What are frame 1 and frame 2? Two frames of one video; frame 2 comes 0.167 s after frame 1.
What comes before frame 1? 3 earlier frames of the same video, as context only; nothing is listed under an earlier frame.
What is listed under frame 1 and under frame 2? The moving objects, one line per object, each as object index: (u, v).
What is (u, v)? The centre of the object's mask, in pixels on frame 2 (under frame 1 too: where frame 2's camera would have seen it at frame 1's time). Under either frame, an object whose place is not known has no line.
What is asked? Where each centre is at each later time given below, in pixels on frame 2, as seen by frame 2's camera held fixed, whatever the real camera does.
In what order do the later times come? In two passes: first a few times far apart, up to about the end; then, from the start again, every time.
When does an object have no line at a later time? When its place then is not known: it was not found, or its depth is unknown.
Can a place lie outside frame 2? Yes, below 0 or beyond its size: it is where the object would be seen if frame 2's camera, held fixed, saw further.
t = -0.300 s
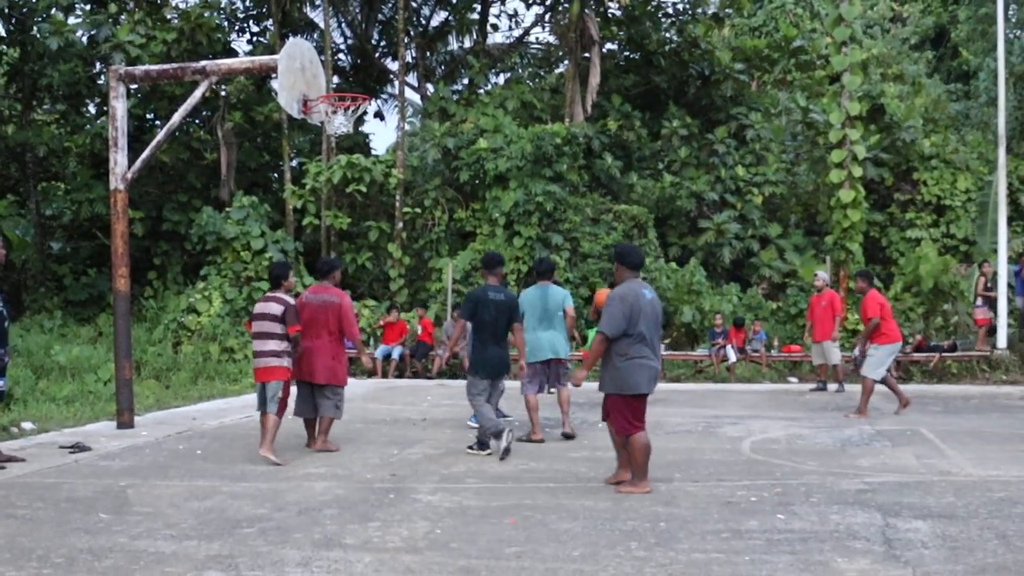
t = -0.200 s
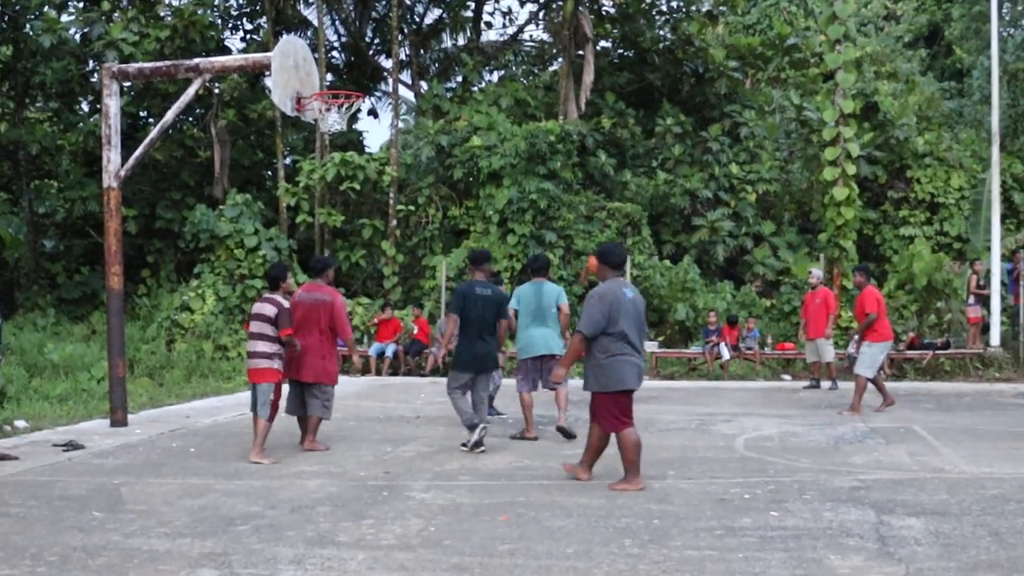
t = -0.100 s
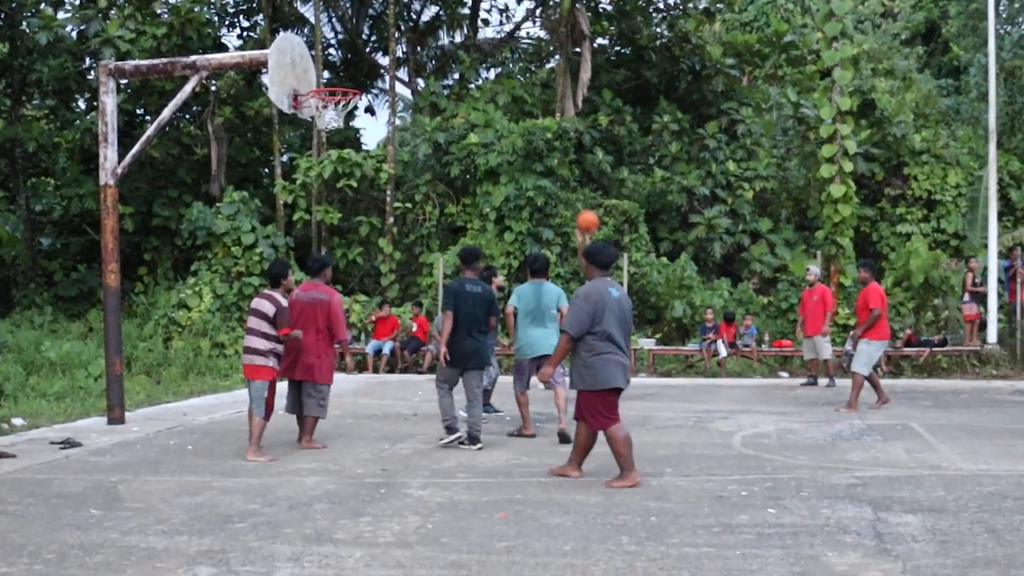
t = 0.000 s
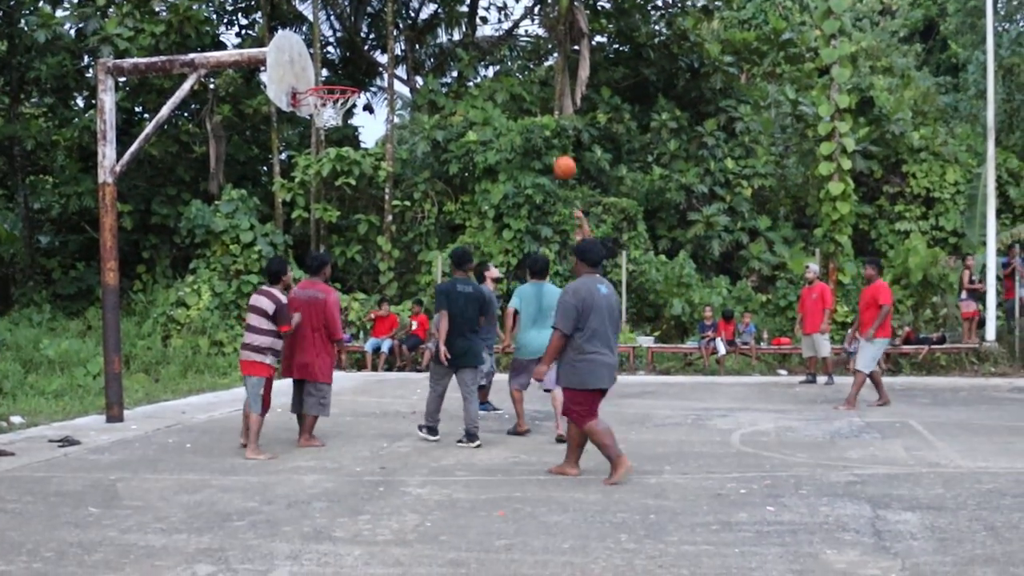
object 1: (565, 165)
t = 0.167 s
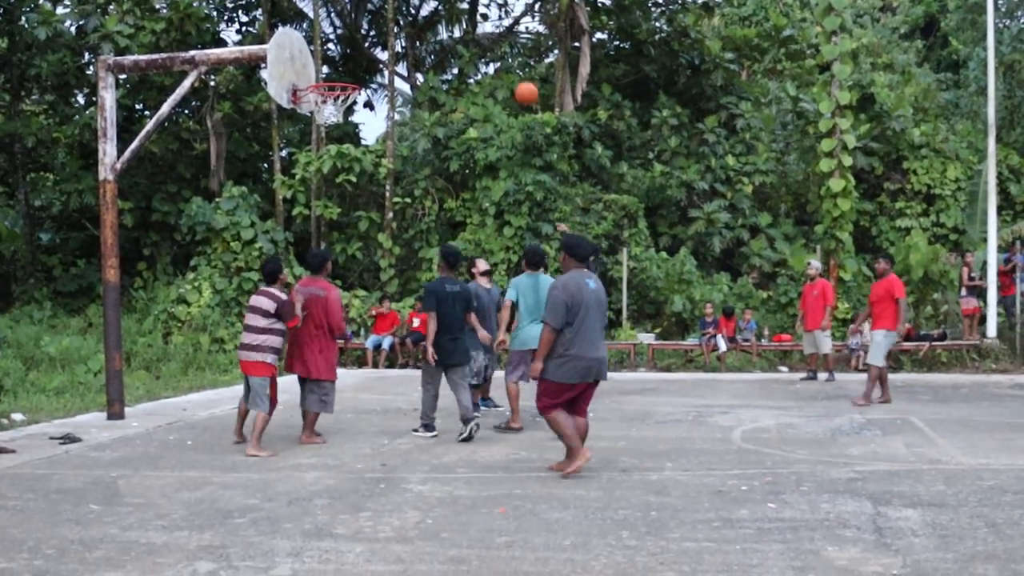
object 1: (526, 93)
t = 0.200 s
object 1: (518, 81)
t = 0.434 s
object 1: (461, 27)
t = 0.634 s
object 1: (407, 20)
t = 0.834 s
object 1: (349, 56)
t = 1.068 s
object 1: (341, 104)
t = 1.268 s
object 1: (340, 107)
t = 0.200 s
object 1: (518, 81)
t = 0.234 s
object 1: (510, 71)
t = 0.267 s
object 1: (502, 61)
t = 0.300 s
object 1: (494, 52)
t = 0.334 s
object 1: (486, 44)
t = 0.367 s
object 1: (477, 38)
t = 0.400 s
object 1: (470, 32)
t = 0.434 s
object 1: (461, 27)
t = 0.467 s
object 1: (452, 23)
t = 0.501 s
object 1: (443, 21)
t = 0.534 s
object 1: (434, 19)
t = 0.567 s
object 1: (426, 18)
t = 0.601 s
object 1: (416, 19)
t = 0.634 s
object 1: (407, 20)
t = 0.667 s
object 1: (398, 23)
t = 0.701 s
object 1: (388, 27)
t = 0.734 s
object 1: (379, 32)
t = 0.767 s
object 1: (368, 38)
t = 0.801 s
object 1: (358, 47)
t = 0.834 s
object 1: (349, 56)
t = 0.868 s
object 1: (339, 67)
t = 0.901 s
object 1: (329, 74)
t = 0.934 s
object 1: (327, 86)
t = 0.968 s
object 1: (331, 91)
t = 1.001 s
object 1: (336, 98)
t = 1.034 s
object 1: (340, 107)
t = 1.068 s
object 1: (341, 104)
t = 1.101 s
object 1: (342, 102)
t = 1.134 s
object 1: (342, 101)
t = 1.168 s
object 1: (342, 102)
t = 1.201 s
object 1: (342, 102)
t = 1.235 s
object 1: (342, 105)
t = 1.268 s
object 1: (340, 107)
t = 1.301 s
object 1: (340, 111)
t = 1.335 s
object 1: (339, 119)
